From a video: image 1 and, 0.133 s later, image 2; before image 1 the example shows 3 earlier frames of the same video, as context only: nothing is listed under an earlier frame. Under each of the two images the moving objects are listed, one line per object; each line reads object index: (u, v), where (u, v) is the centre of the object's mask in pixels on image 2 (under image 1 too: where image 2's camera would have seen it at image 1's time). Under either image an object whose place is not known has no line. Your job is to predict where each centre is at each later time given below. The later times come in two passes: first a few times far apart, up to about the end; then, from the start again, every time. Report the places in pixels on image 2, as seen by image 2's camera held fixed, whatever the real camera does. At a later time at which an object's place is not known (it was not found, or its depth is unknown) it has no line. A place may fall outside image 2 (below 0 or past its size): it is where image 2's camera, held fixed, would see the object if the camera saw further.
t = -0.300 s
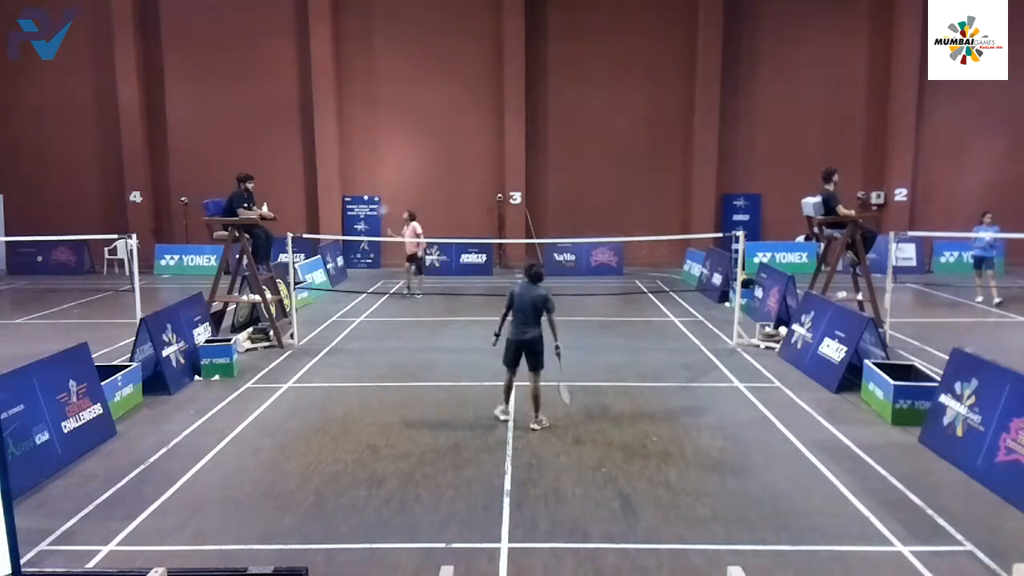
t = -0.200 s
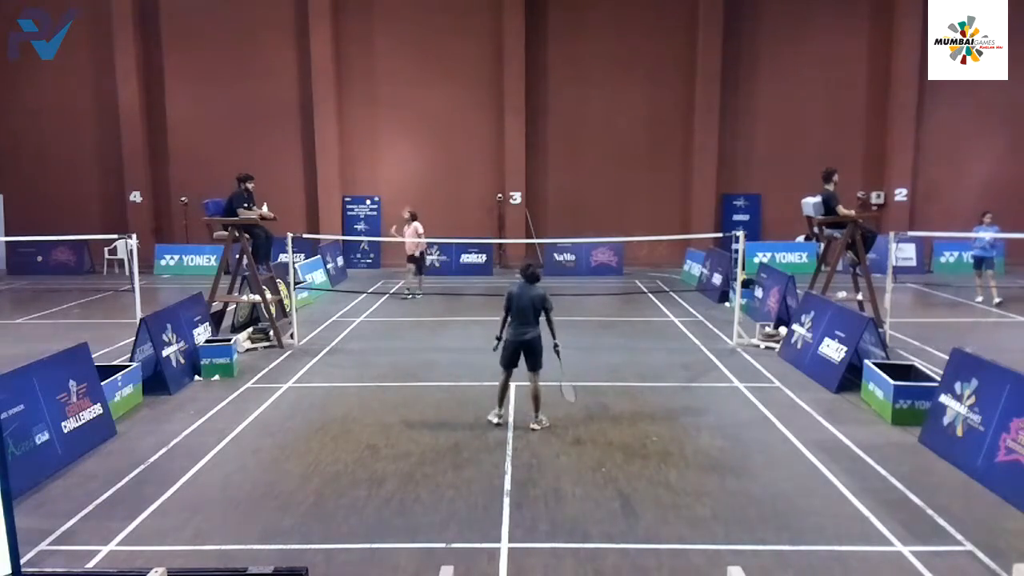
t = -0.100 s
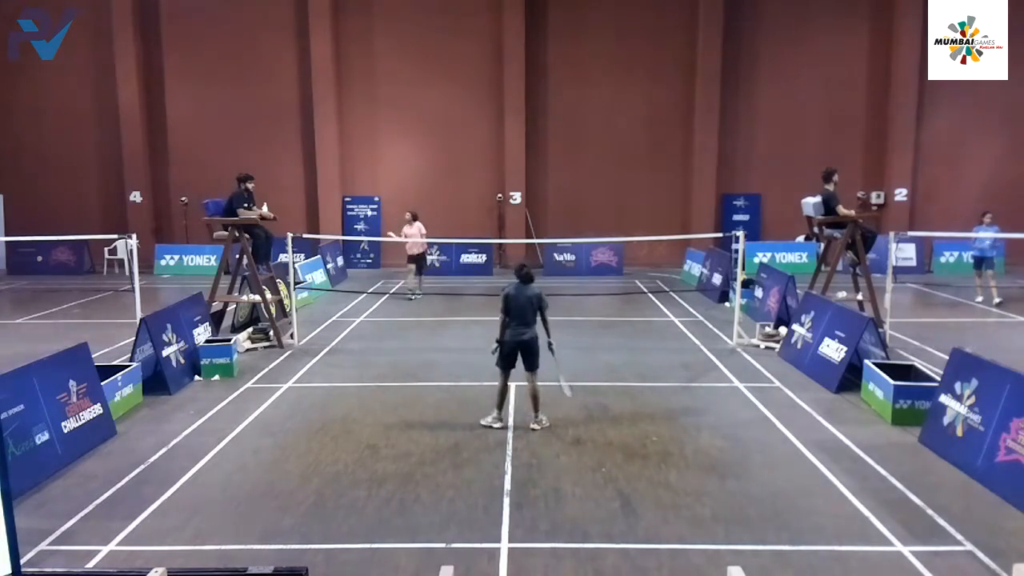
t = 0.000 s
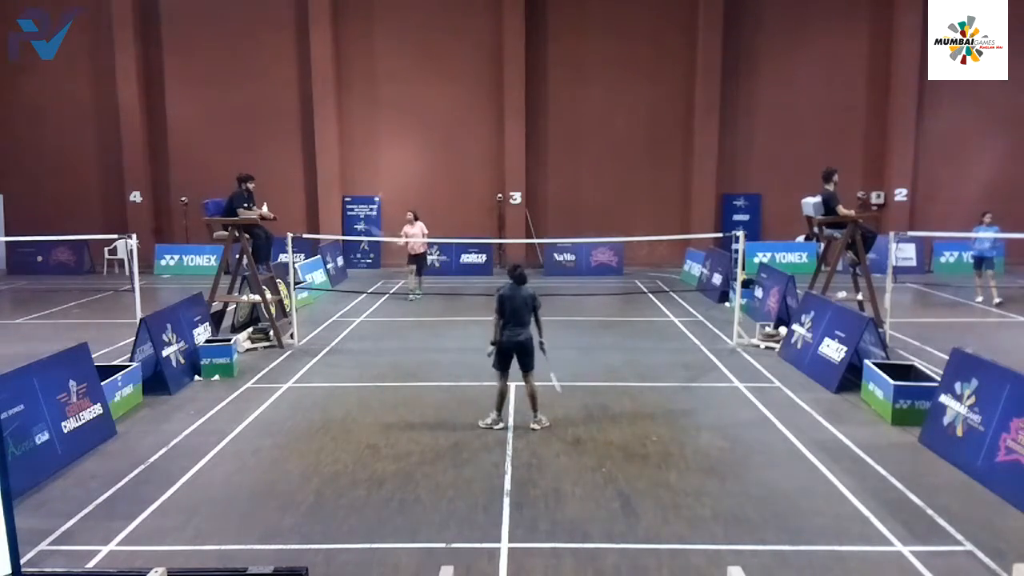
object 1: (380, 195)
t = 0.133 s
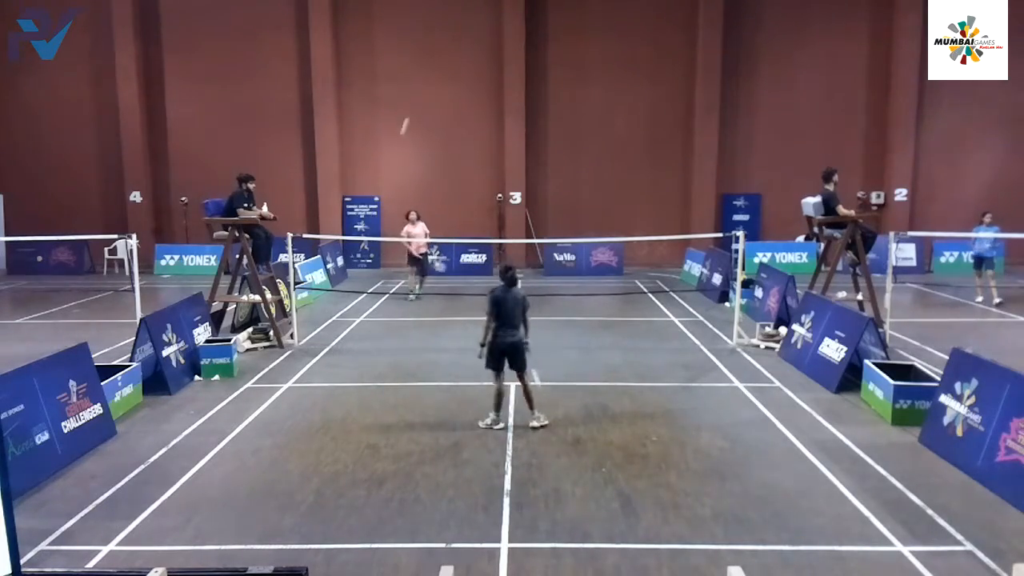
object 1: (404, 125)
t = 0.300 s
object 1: (433, 61)
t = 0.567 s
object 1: (472, 9)
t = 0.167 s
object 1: (410, 110)
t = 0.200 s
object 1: (416, 97)
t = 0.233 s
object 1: (422, 84)
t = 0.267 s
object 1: (428, 72)
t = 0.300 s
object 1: (433, 61)
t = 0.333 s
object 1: (439, 51)
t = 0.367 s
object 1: (444, 42)
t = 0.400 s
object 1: (449, 34)
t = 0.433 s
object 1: (454, 28)
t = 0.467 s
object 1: (458, 22)
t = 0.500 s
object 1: (463, 17)
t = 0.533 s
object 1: (468, 13)
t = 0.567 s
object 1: (472, 9)
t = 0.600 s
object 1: (476, 7)
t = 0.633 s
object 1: (481, 5)
